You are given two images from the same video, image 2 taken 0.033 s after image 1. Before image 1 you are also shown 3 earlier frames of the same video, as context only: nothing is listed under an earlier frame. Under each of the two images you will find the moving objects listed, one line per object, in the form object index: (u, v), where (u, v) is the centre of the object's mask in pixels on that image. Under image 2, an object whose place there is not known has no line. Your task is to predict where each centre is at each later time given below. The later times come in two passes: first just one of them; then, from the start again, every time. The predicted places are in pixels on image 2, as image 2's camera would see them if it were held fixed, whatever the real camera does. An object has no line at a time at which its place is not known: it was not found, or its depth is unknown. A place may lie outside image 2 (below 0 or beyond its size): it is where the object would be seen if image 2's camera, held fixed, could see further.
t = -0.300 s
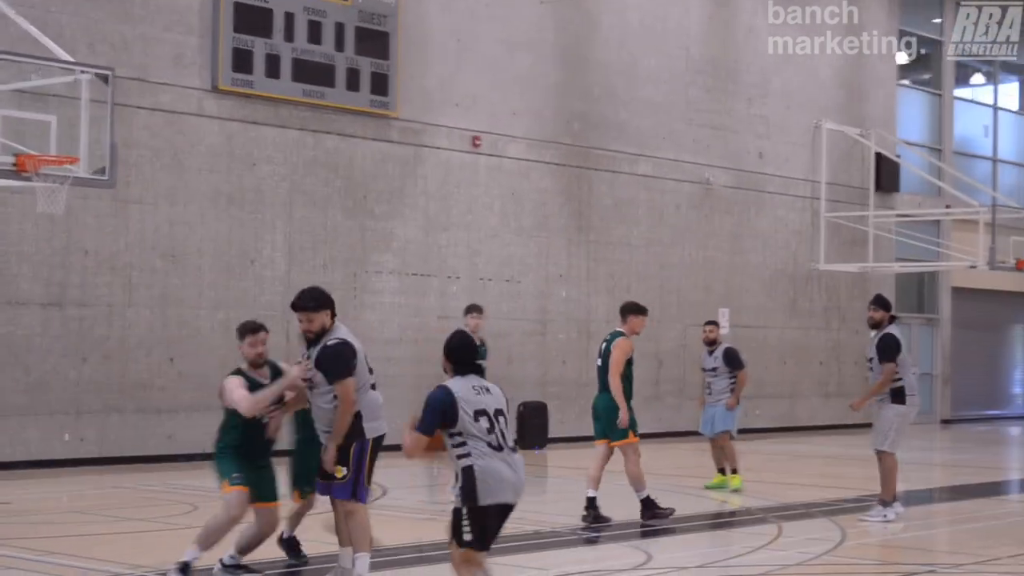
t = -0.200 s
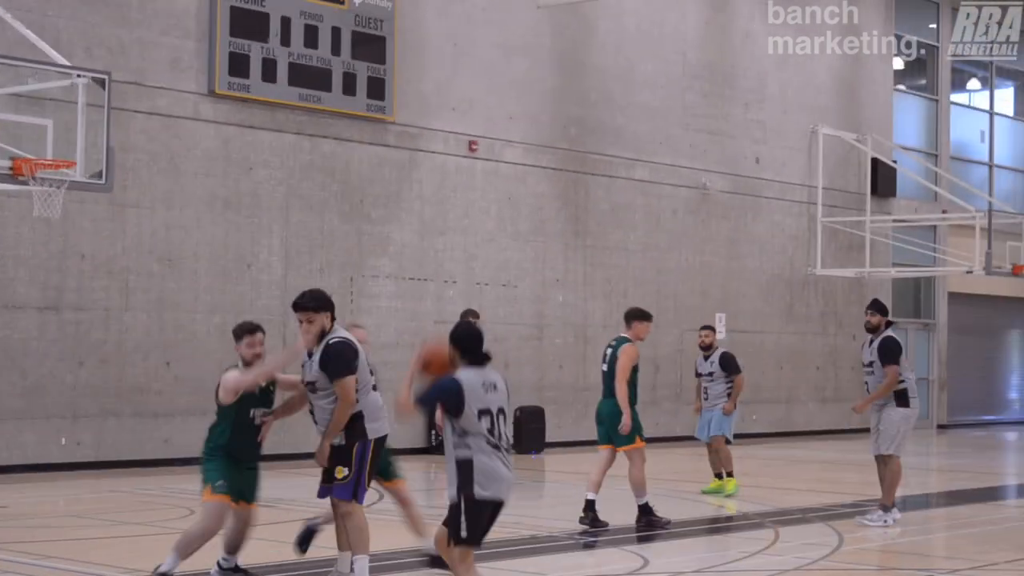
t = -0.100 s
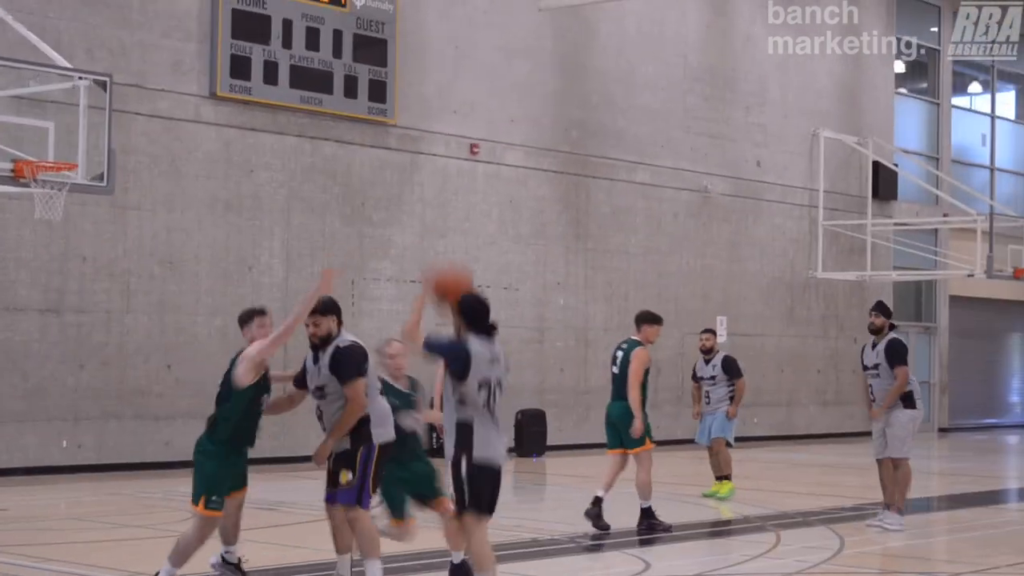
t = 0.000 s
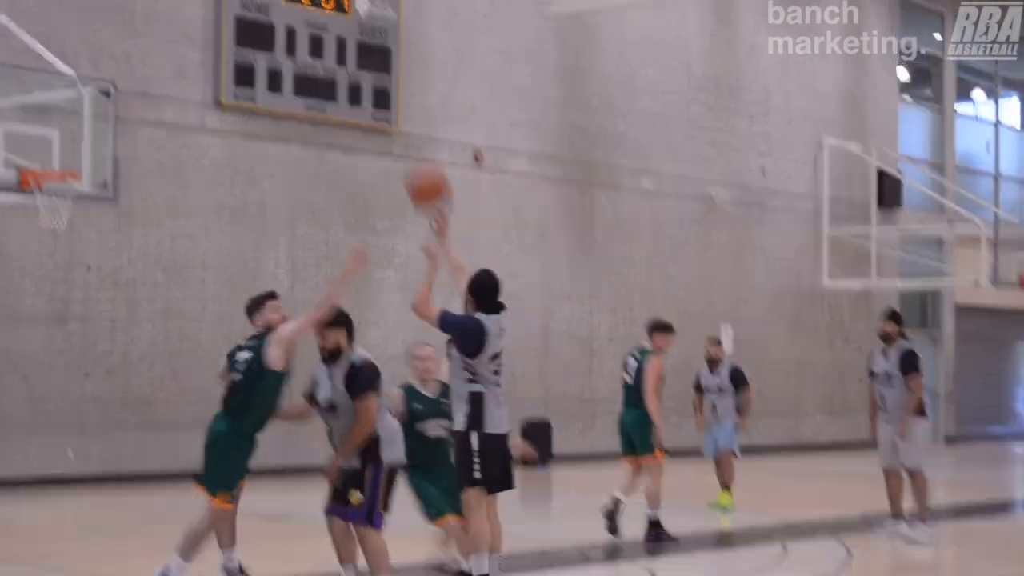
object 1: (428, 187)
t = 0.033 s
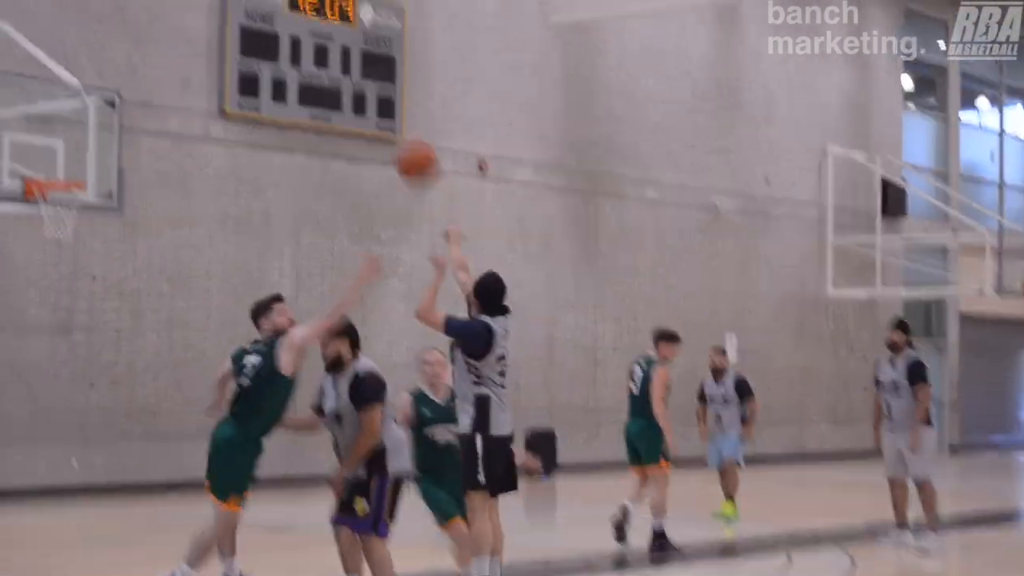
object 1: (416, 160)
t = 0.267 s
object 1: (313, -21)
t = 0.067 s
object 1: (399, 128)
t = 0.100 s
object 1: (385, 98)
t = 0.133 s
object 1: (371, 69)
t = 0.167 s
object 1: (355, 42)
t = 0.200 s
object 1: (341, 19)
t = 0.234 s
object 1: (325, -4)
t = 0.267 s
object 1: (313, -21)
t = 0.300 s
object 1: (299, -37)
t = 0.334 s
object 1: (287, -48)
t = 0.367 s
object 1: (275, -59)
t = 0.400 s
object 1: (263, -69)
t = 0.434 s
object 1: (252, -77)
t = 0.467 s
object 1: (239, -84)
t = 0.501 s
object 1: (227, -90)
